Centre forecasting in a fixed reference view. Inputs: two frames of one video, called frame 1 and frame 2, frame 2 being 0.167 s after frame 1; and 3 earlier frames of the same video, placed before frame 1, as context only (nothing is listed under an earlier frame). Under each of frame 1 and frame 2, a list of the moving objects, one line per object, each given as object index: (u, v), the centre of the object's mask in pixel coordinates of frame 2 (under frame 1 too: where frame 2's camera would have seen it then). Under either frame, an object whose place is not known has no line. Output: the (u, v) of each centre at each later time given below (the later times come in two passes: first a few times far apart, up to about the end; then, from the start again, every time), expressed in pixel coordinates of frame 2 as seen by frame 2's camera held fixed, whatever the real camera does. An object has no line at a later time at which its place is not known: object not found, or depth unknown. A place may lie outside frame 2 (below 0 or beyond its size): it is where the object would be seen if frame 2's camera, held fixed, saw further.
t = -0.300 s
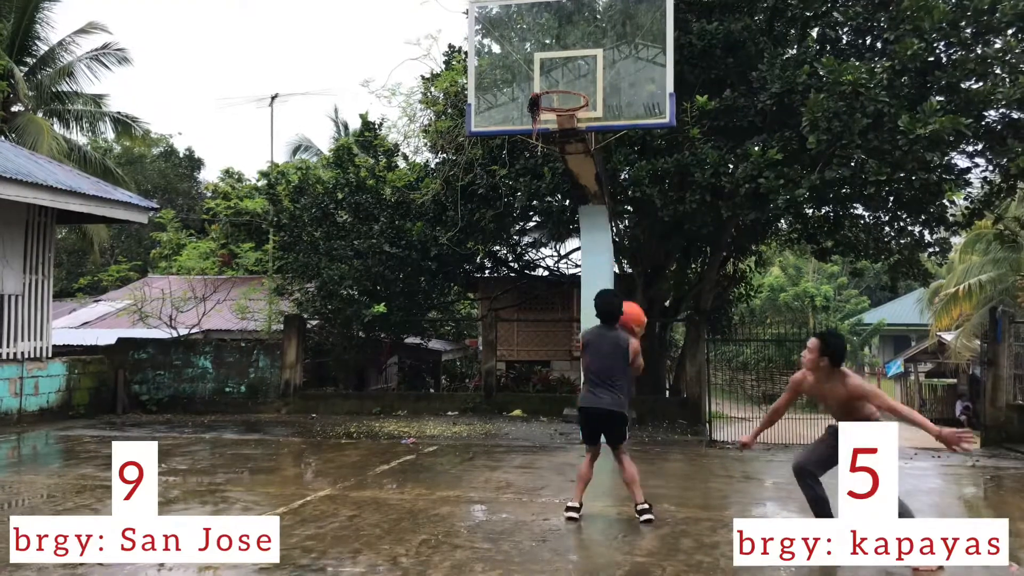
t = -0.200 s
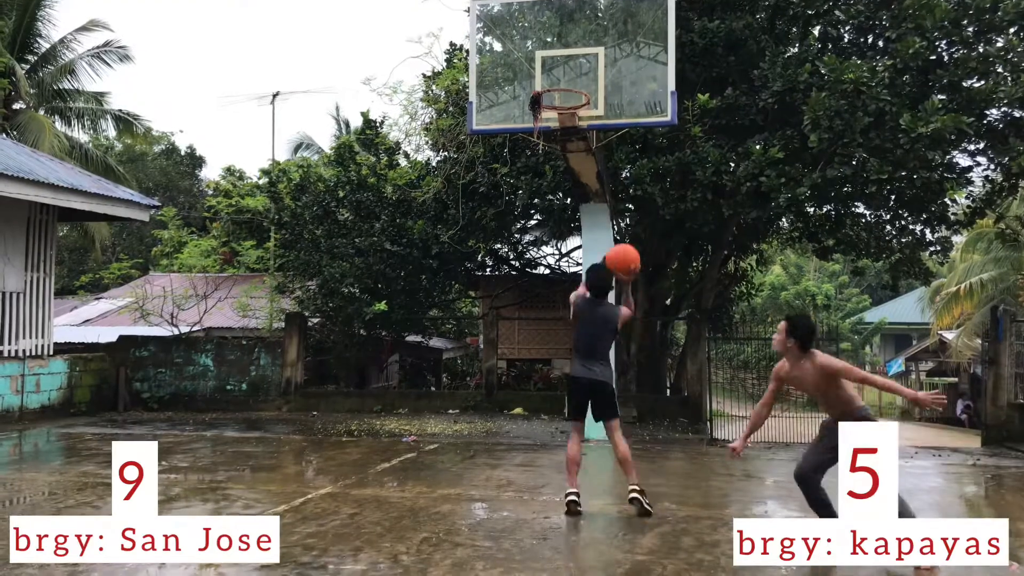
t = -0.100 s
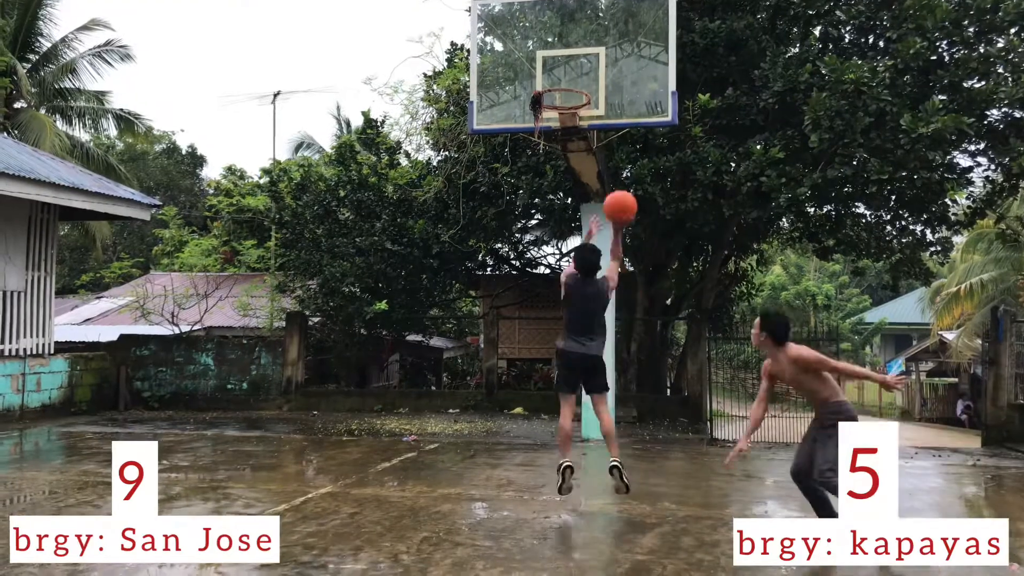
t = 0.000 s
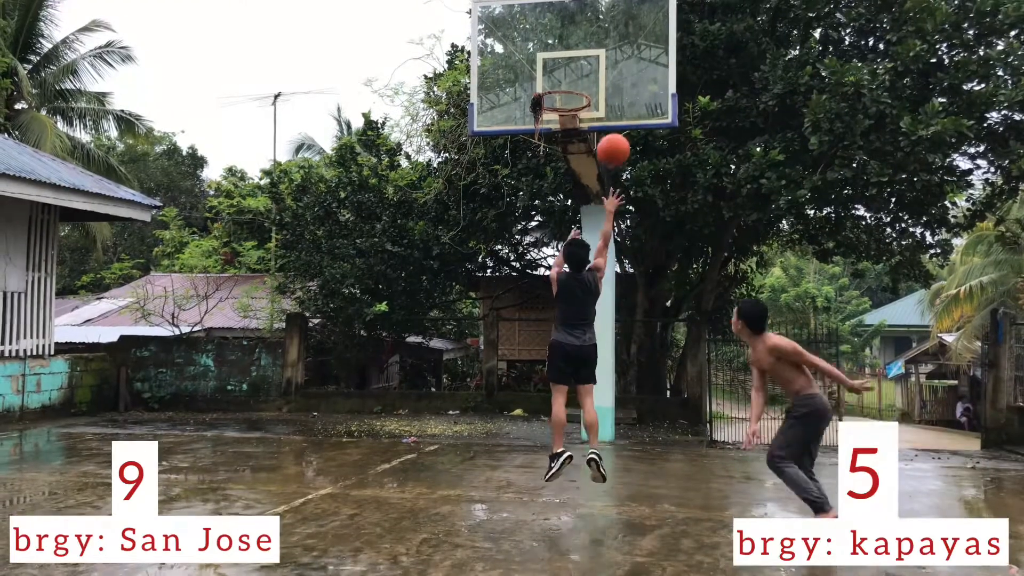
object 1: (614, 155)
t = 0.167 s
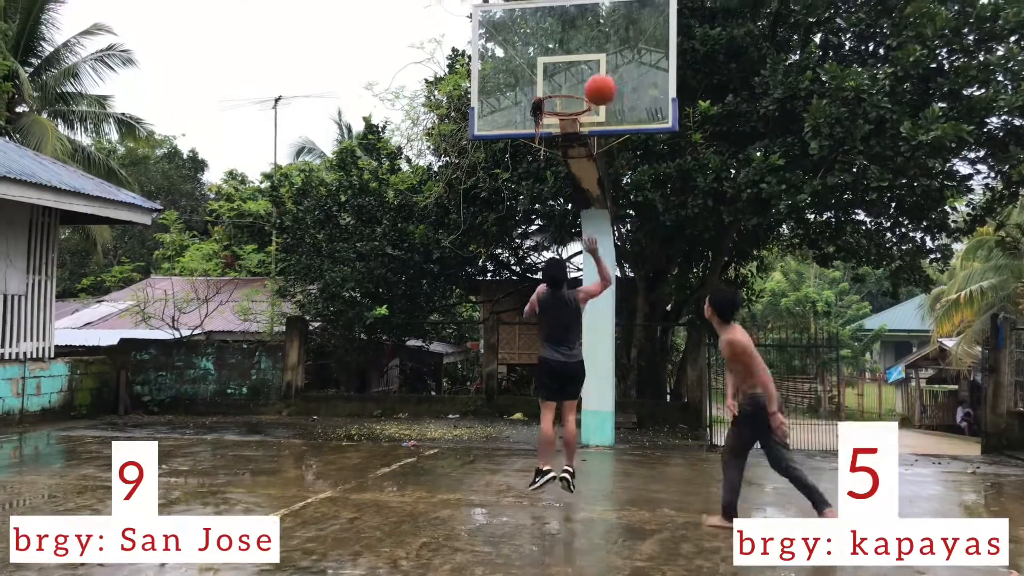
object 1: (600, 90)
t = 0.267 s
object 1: (594, 69)
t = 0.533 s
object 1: (575, 77)
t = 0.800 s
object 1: (555, 74)
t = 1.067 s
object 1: (530, 99)
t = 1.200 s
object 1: (517, 144)
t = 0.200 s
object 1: (598, 81)
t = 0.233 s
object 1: (595, 75)
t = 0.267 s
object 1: (594, 69)
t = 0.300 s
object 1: (591, 65)
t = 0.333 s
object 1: (588, 63)
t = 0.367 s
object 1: (586, 62)
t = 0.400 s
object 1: (584, 63)
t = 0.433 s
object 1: (582, 65)
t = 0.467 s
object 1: (580, 68)
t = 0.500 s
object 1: (577, 72)
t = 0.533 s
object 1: (575, 77)
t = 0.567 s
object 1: (573, 82)
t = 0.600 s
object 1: (571, 91)
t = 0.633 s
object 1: (569, 100)
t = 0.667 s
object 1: (566, 91)
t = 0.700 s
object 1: (563, 84)
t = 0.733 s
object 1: (560, 80)
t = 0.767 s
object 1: (557, 76)
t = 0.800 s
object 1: (555, 74)
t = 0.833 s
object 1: (552, 72)
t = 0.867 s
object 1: (549, 72)
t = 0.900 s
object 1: (546, 73)
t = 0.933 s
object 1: (543, 75)
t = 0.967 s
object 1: (540, 79)
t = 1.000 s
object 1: (537, 84)
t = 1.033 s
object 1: (533, 90)
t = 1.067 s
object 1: (530, 99)
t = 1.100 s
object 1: (527, 108)
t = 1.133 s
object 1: (524, 119)
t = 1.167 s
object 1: (521, 131)
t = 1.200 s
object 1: (517, 144)
